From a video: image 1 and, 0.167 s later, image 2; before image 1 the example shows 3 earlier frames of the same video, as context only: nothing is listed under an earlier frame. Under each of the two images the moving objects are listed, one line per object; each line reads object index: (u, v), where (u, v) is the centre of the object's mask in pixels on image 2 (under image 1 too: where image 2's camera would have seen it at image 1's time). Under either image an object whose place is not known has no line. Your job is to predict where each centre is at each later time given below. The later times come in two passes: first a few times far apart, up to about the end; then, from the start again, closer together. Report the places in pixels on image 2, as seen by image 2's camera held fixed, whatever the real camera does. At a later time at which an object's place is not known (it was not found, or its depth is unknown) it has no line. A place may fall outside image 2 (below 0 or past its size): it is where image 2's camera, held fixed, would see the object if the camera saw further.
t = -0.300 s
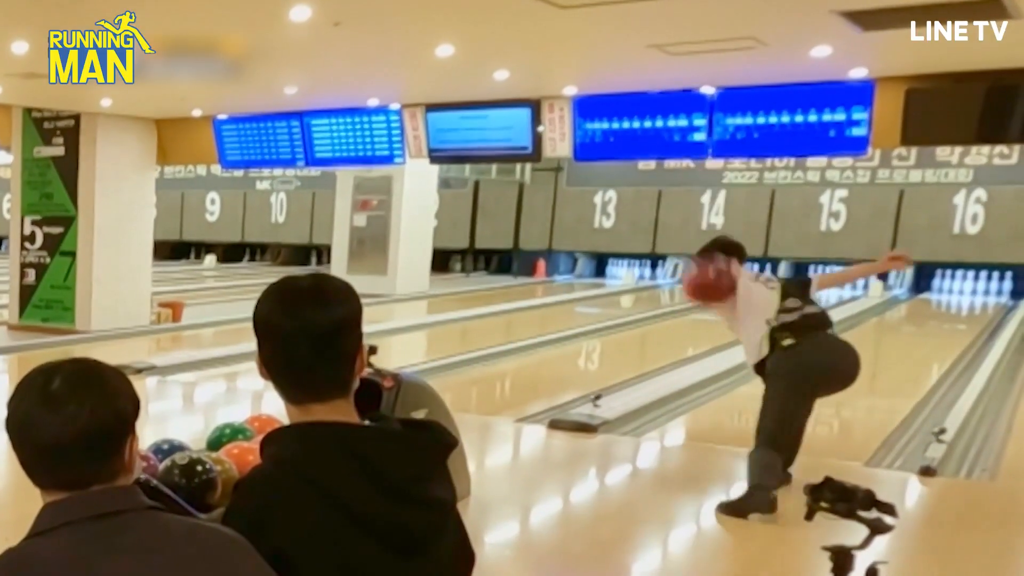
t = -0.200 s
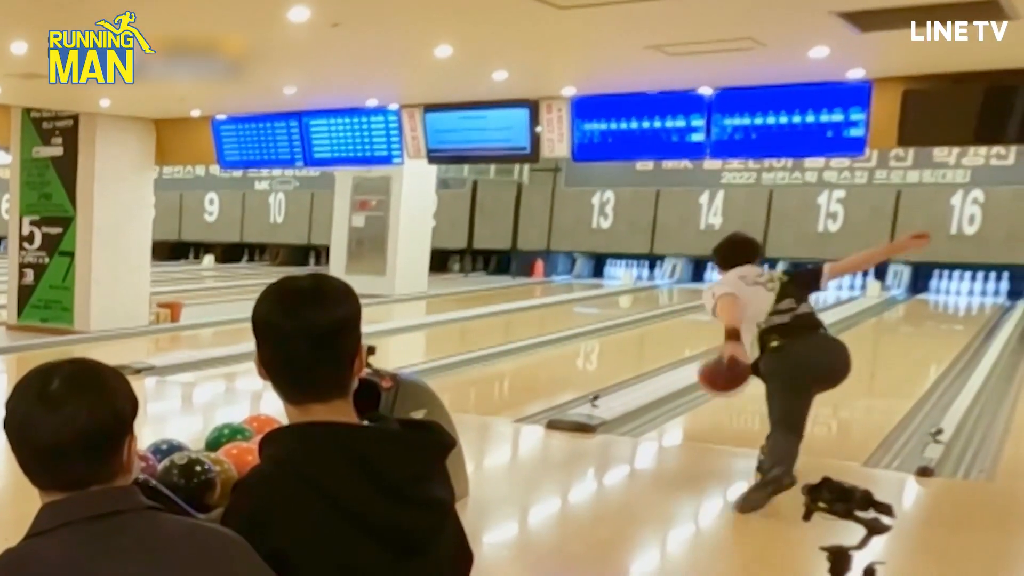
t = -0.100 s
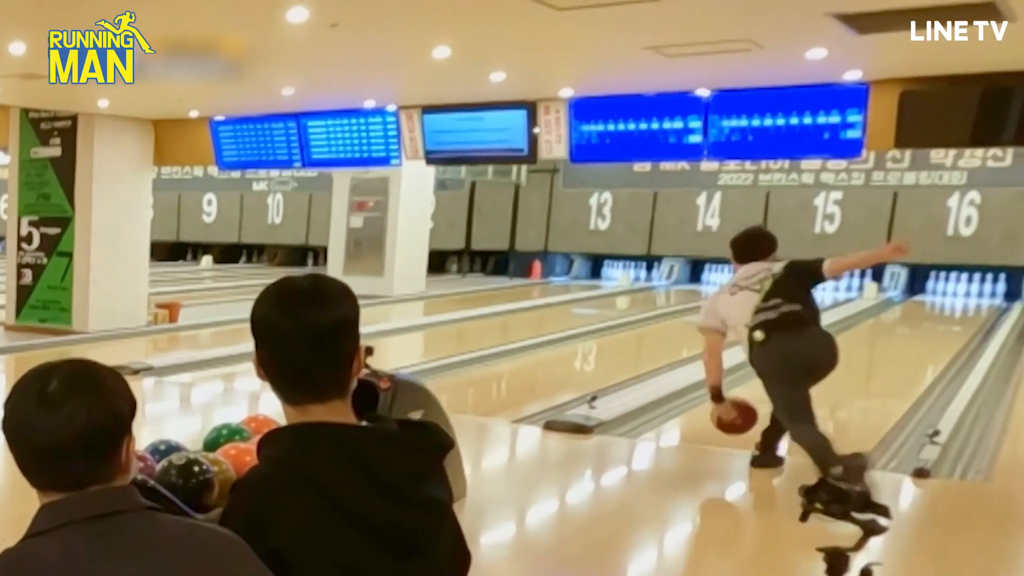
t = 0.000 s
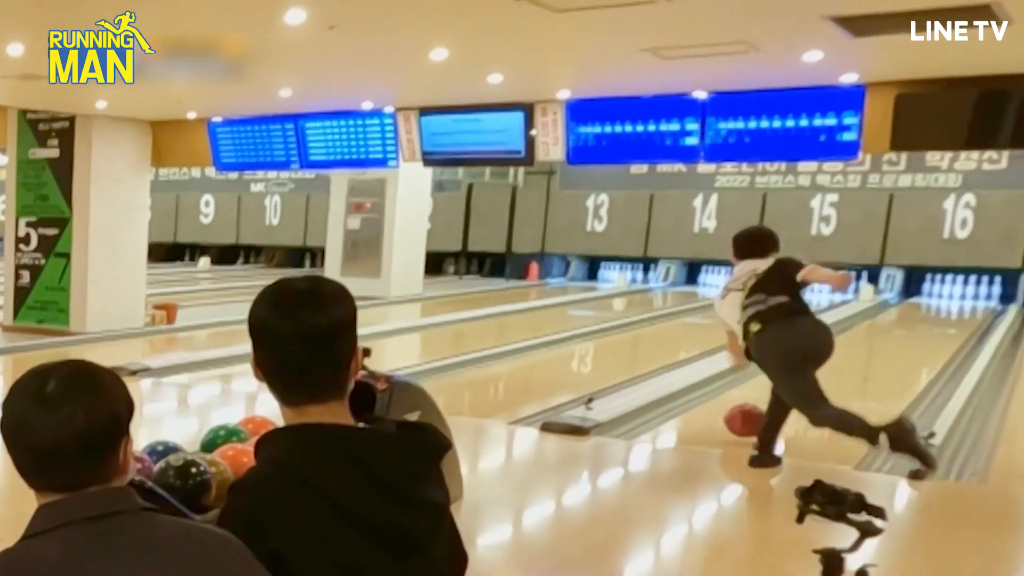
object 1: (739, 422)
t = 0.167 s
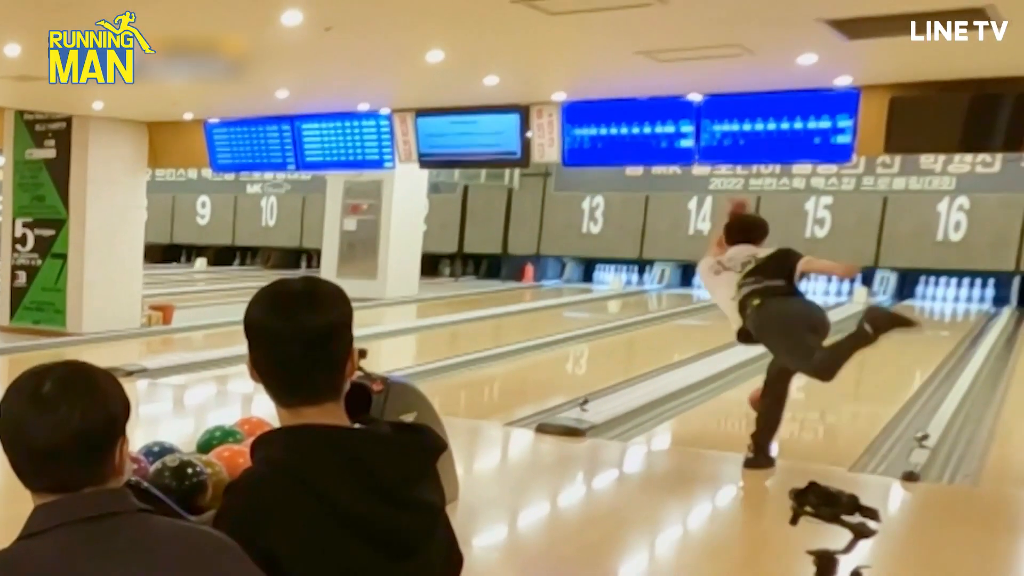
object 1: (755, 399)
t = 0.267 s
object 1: (790, 389)
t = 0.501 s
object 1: (807, 363)
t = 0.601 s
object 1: (816, 356)
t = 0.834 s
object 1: (833, 339)
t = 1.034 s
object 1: (848, 330)
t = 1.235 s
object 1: (862, 320)
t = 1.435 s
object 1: (877, 313)
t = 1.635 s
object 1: (892, 306)
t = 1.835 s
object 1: (906, 301)
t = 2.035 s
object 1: (923, 299)
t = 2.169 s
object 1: (936, 296)
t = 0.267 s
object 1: (790, 389)
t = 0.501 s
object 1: (807, 363)
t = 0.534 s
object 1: (809, 360)
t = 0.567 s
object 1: (812, 358)
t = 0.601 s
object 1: (816, 356)
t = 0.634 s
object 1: (818, 353)
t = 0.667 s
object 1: (820, 350)
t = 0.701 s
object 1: (823, 348)
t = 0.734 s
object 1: (826, 346)
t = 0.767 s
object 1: (828, 344)
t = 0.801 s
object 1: (831, 340)
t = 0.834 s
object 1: (833, 339)
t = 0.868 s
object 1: (836, 338)
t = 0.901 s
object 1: (838, 336)
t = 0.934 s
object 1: (841, 334)
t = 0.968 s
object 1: (843, 332)
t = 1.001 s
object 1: (845, 331)
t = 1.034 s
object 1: (848, 330)
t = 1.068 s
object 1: (850, 327)
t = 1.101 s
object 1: (852, 326)
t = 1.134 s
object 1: (855, 326)
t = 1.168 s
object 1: (858, 324)
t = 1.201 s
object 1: (860, 322)
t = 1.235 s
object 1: (862, 320)
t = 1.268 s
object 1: (865, 319)
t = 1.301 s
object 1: (868, 317)
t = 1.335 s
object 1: (869, 316)
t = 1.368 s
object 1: (872, 315)
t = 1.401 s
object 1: (874, 314)
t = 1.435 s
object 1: (877, 313)
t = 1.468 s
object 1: (879, 312)
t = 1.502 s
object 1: (880, 311)
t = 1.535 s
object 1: (883, 310)
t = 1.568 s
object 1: (887, 310)
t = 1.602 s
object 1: (890, 308)
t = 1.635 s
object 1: (892, 306)
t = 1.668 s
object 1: (894, 305)
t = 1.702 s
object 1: (897, 304)
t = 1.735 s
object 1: (899, 303)
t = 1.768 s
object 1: (901, 302)
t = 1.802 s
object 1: (904, 302)
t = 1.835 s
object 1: (906, 301)
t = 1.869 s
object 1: (909, 300)
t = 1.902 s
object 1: (912, 300)
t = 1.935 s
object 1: (914, 300)
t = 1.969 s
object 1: (917, 300)
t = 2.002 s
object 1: (920, 298)
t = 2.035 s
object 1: (923, 299)
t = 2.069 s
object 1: (925, 298)
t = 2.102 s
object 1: (928, 298)
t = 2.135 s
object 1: (933, 297)
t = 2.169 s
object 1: (936, 296)
